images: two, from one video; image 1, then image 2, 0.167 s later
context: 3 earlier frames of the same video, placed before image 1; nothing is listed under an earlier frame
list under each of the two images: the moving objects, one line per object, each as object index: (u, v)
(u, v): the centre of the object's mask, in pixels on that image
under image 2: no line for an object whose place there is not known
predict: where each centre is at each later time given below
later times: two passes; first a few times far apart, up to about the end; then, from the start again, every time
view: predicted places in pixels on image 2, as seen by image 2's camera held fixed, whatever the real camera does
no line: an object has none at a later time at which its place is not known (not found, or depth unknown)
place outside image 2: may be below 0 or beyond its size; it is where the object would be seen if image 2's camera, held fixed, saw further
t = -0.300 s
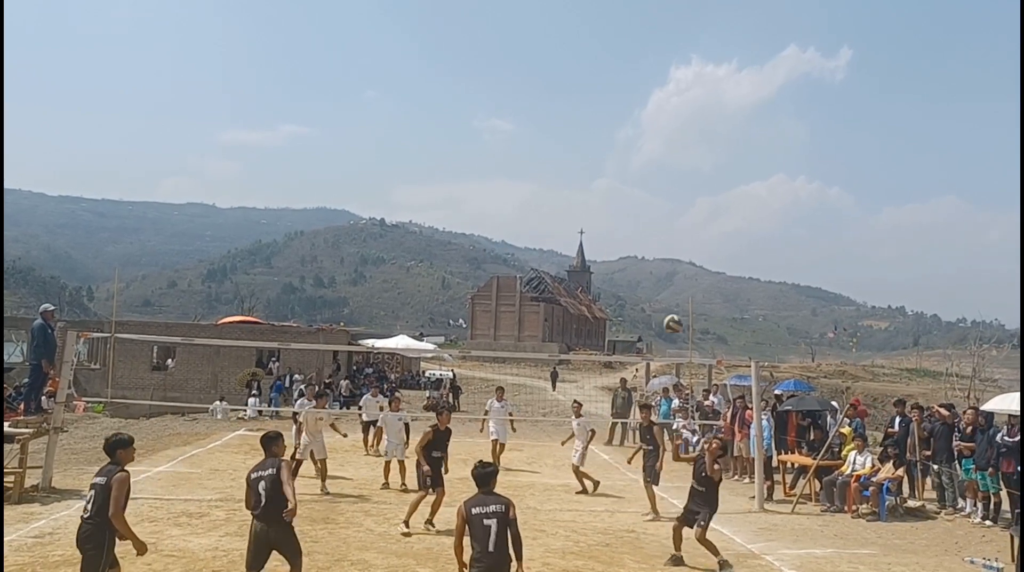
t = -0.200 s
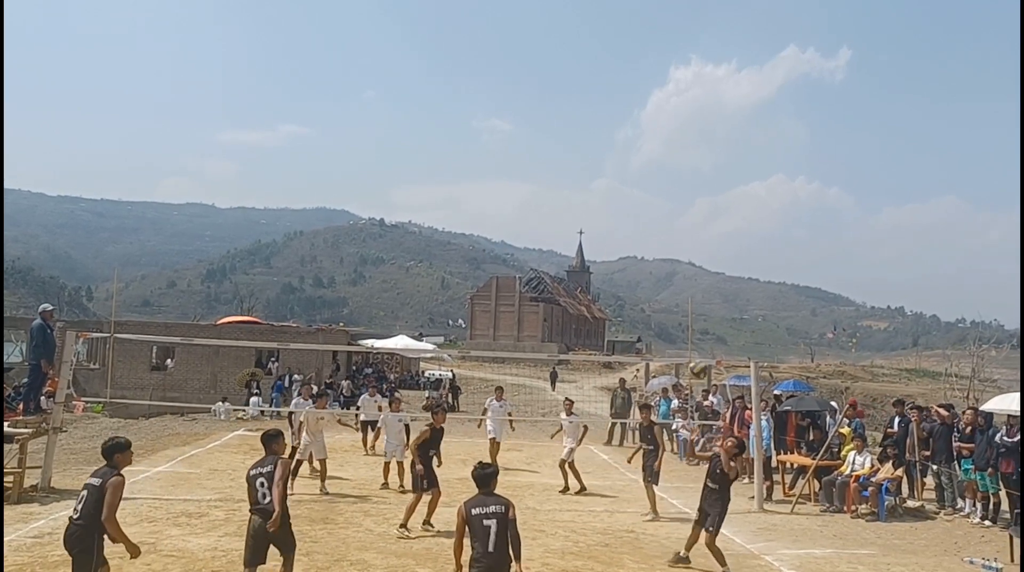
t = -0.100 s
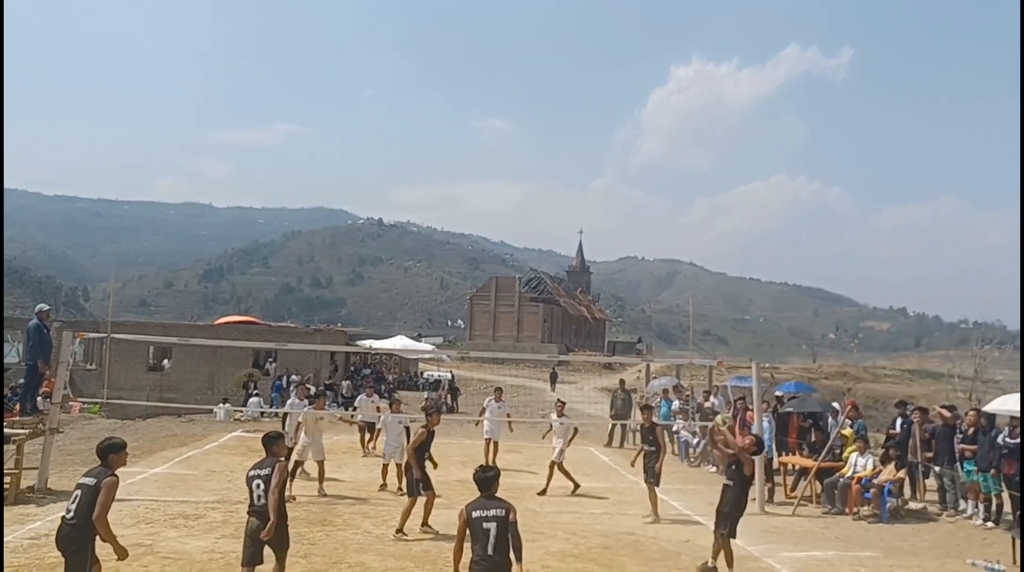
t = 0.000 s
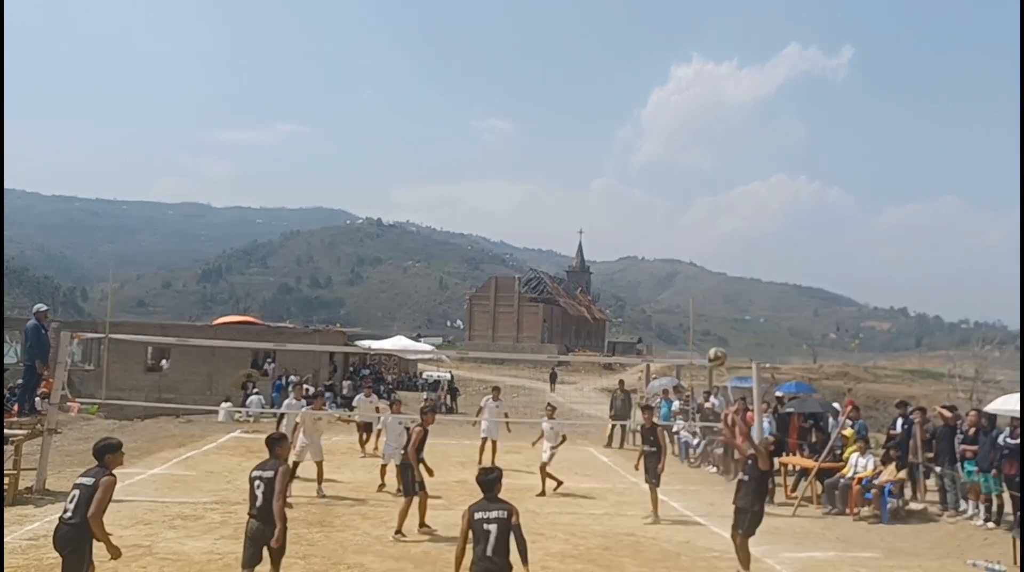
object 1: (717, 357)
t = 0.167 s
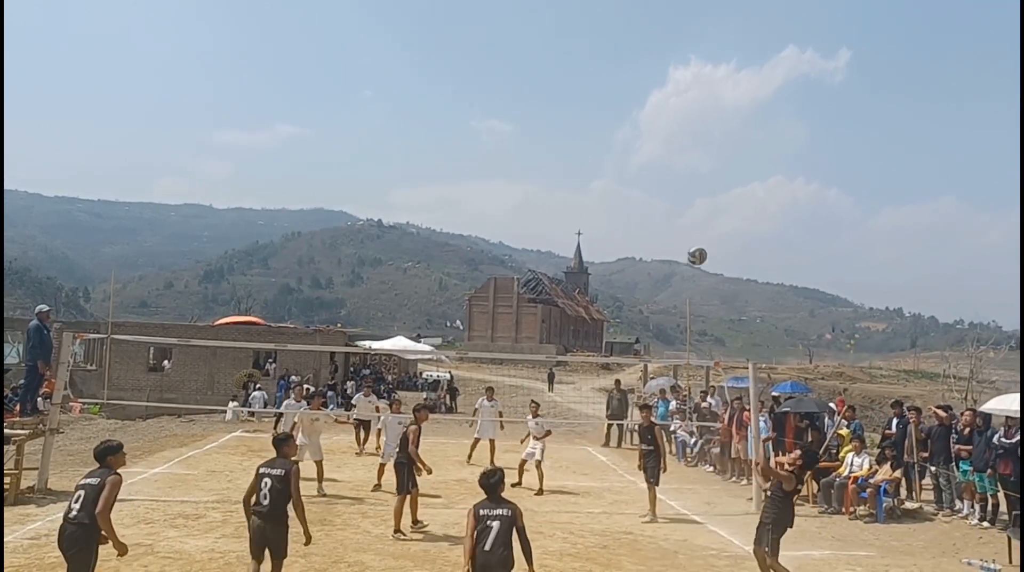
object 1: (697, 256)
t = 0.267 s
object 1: (688, 206)
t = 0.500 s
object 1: (668, 124)
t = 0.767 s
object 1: (647, 88)
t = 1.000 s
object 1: (628, 109)
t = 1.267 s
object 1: (607, 195)
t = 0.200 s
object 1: (694, 238)
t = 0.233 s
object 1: (691, 222)
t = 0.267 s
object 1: (688, 206)
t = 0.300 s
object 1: (686, 192)
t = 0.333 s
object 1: (683, 178)
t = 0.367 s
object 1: (680, 165)
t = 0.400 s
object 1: (677, 153)
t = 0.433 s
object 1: (674, 143)
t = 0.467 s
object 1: (671, 133)
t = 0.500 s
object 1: (668, 124)
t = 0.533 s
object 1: (666, 116)
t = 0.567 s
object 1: (663, 109)
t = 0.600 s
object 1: (660, 103)
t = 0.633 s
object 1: (658, 98)
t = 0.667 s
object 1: (655, 94)
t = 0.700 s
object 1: (652, 91)
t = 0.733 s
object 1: (649, 89)
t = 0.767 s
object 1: (647, 88)
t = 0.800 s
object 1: (644, 88)
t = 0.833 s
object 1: (642, 89)
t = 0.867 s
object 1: (639, 91)
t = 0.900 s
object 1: (636, 94)
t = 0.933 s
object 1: (633, 98)
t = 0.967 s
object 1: (631, 103)
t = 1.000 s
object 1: (628, 109)
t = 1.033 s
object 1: (625, 116)
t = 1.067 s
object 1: (623, 124)
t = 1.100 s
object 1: (620, 133)
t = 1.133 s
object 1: (617, 143)
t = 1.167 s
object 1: (615, 155)
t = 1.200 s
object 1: (612, 167)
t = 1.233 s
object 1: (610, 181)
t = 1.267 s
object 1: (607, 195)
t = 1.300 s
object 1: (604, 210)
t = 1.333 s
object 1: (602, 227)
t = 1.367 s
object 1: (600, 244)
